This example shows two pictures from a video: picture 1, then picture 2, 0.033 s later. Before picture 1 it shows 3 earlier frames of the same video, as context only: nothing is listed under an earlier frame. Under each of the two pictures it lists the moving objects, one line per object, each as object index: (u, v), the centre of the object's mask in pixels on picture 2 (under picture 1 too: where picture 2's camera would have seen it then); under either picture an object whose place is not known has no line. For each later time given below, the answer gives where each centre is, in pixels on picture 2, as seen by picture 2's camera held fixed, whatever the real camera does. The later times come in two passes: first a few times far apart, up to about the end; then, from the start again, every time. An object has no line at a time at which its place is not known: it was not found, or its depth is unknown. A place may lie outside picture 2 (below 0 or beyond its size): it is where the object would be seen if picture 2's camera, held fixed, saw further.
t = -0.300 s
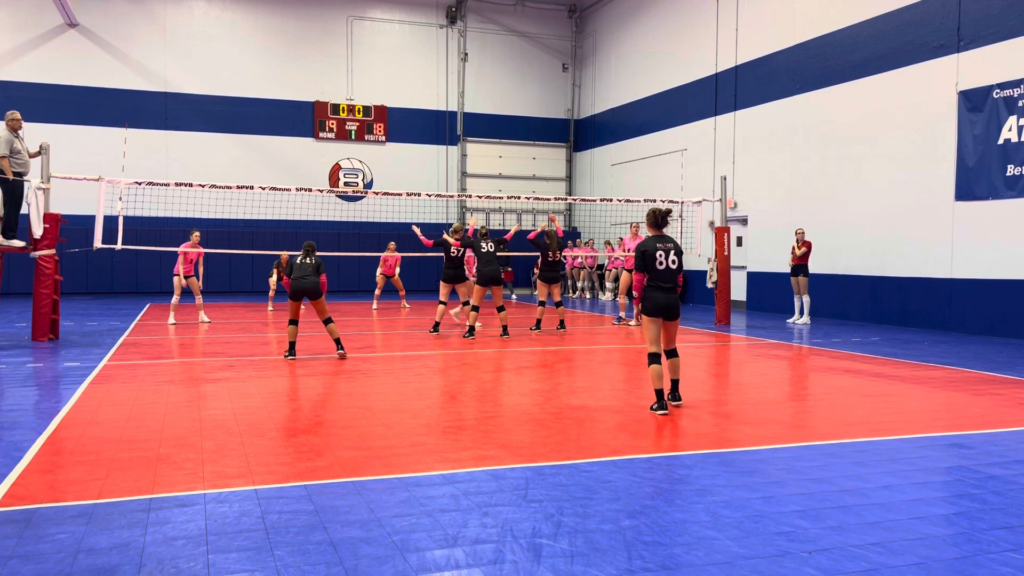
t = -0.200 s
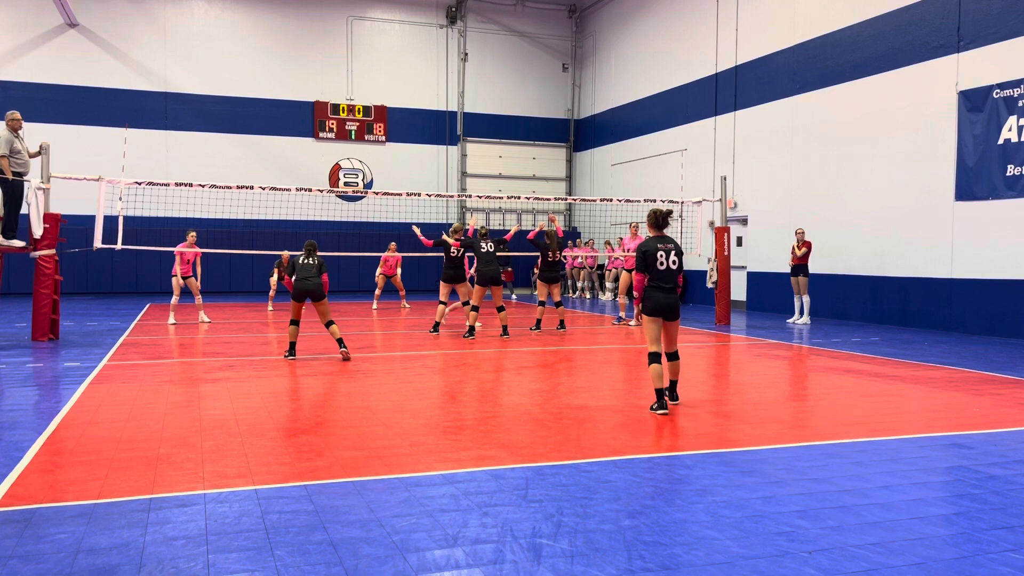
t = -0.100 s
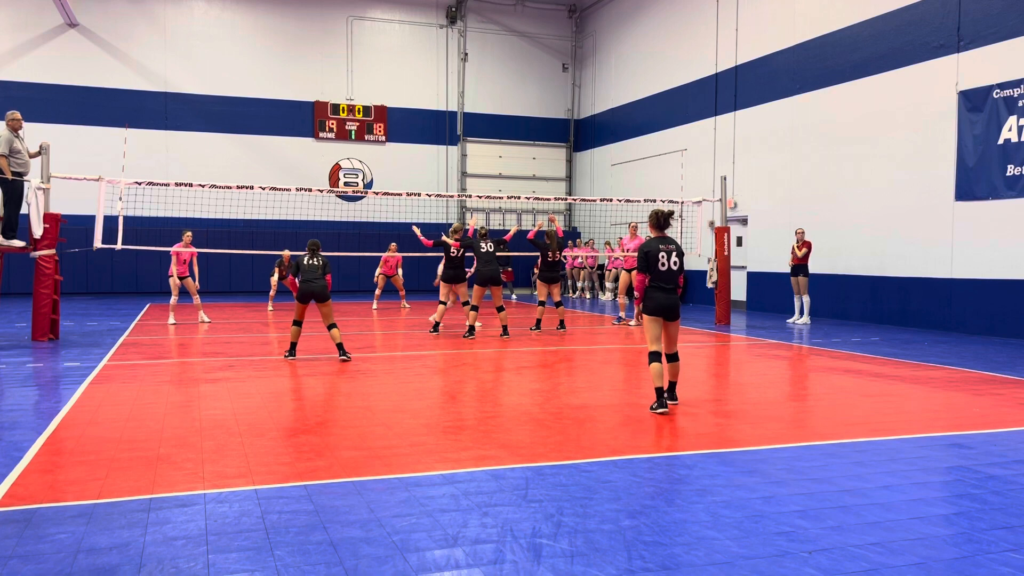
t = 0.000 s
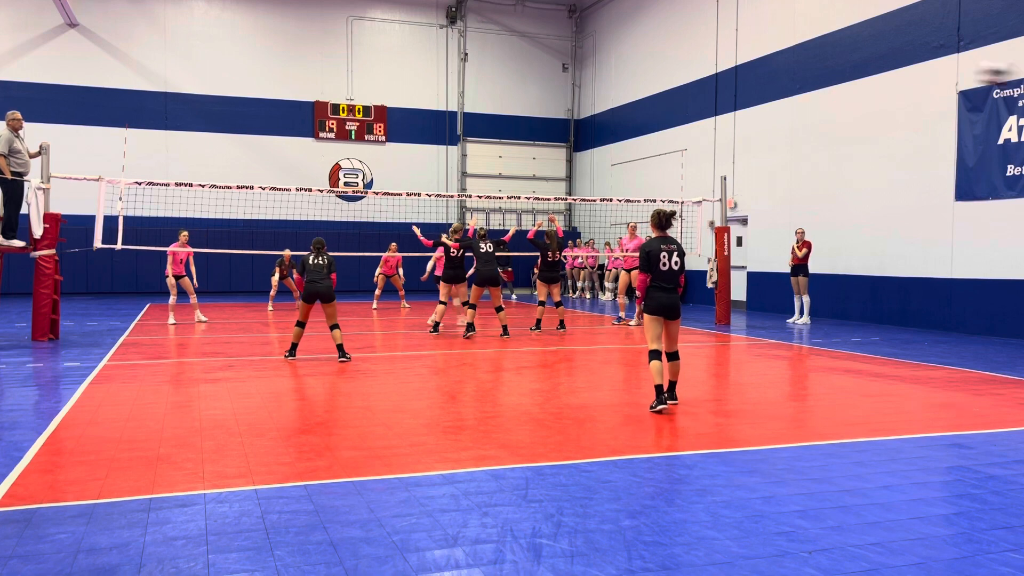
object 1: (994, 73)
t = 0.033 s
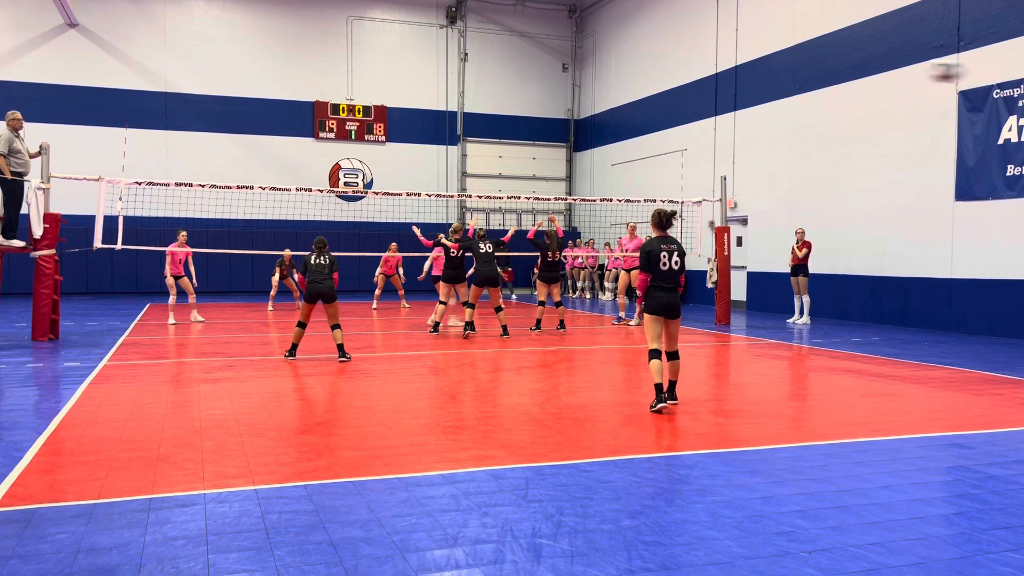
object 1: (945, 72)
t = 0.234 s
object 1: (745, 73)
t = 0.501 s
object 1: (605, 116)
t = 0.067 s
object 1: (902, 67)
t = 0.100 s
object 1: (863, 66)
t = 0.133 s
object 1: (829, 66)
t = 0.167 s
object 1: (799, 68)
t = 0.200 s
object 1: (771, 71)
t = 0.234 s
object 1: (745, 73)
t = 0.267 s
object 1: (723, 77)
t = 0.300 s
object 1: (701, 81)
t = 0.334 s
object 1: (682, 86)
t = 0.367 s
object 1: (664, 91)
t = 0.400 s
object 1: (648, 98)
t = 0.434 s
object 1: (632, 103)
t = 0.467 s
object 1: (619, 110)
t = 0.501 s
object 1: (605, 116)
